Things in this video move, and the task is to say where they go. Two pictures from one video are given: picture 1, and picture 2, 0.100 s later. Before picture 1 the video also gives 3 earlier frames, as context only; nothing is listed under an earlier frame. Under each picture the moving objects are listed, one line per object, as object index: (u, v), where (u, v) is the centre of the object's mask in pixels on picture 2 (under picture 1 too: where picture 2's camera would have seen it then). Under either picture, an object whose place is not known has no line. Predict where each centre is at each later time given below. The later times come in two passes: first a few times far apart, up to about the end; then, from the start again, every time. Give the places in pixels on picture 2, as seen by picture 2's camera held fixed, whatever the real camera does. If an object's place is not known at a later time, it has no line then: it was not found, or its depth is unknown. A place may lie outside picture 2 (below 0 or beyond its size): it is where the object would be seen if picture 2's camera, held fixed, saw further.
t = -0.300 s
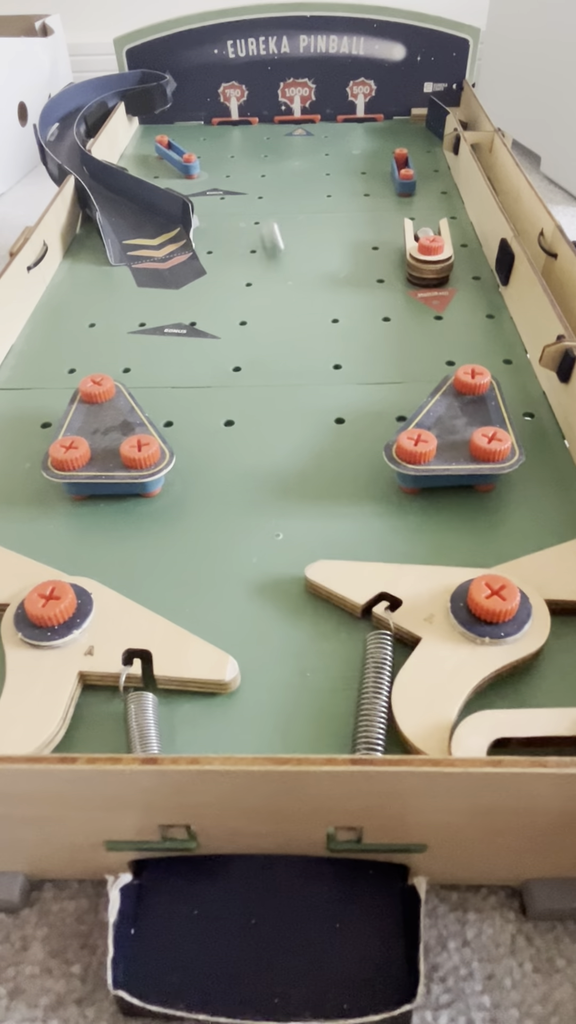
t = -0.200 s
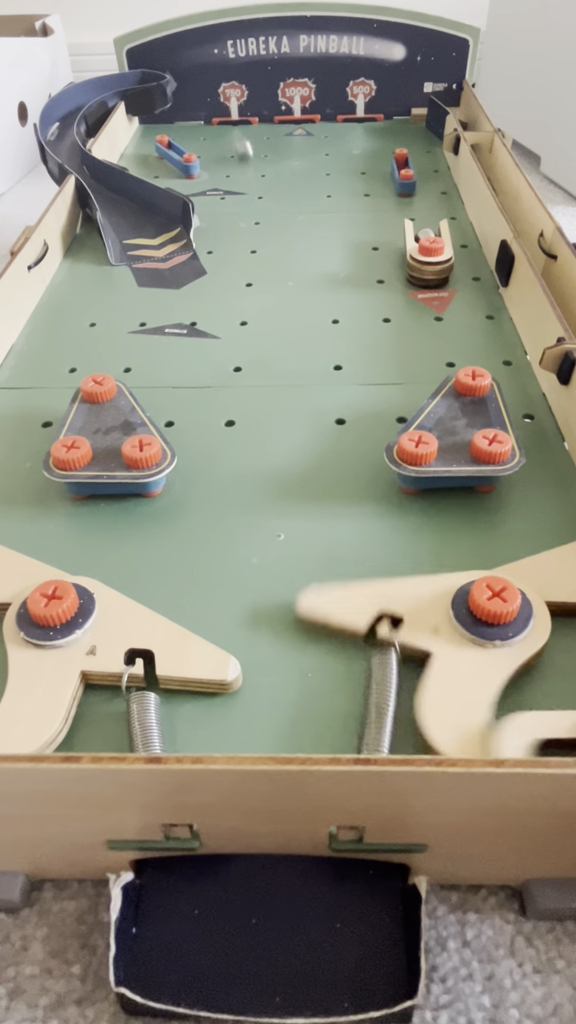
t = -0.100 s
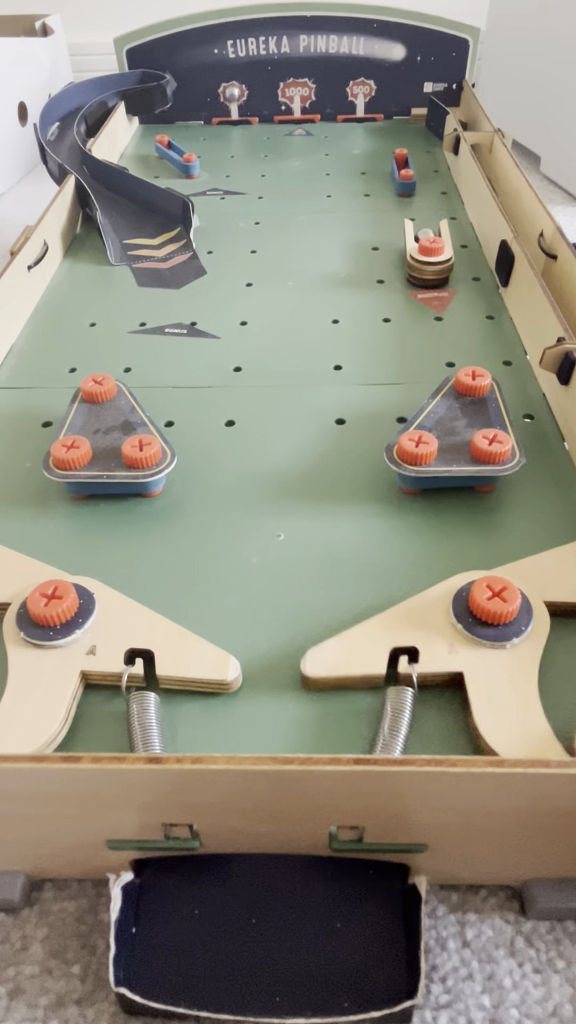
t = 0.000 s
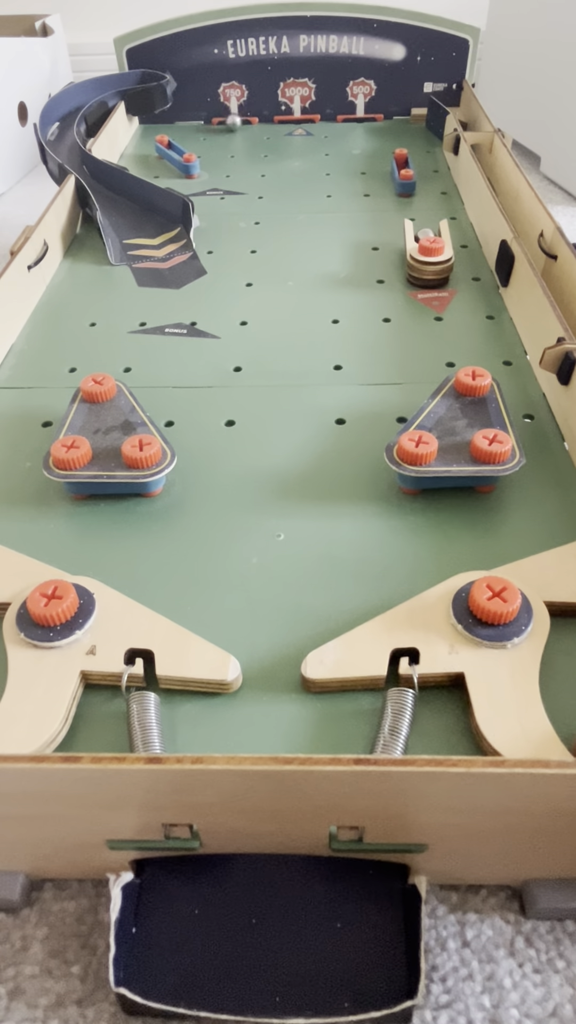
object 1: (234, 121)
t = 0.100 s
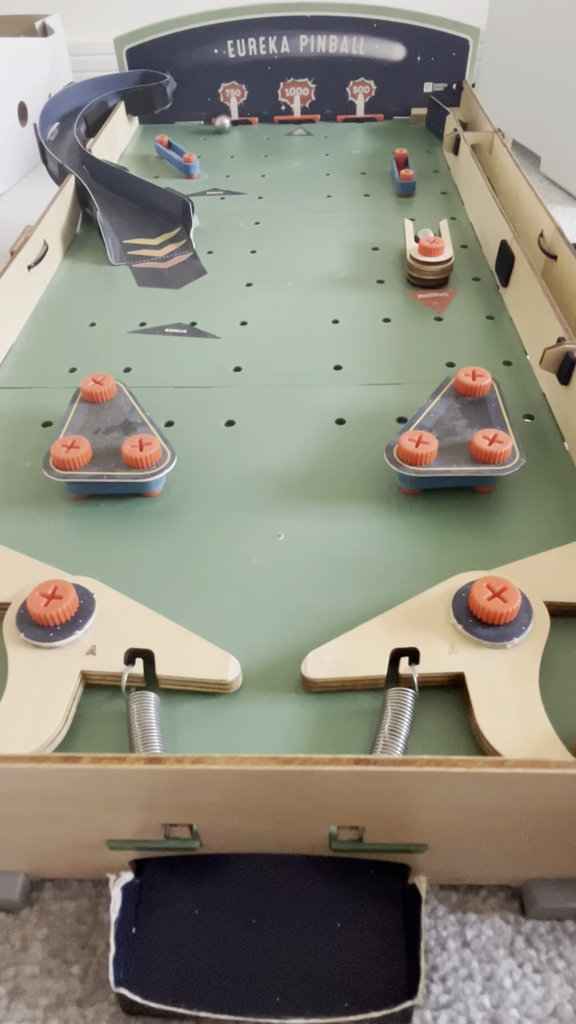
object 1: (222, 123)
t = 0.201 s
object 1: (209, 129)
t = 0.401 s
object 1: (190, 147)
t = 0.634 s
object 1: (247, 169)
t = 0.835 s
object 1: (302, 212)
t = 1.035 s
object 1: (375, 308)
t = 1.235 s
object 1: (312, 449)
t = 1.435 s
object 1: (55, 507)
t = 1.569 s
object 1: (7, 459)
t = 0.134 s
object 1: (218, 124)
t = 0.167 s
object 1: (214, 127)
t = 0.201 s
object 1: (209, 129)
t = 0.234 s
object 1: (205, 131)
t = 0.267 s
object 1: (200, 134)
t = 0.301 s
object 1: (195, 138)
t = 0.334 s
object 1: (191, 142)
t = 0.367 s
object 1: (187, 145)
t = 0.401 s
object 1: (190, 147)
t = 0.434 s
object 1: (198, 149)
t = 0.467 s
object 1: (206, 151)
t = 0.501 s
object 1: (214, 154)
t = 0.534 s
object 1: (222, 156)
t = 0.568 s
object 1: (230, 160)
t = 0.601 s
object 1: (239, 163)
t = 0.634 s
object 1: (247, 169)
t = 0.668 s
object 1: (256, 173)
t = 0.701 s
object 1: (265, 179)
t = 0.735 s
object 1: (273, 186)
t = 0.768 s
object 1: (282, 193)
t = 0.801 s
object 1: (292, 203)
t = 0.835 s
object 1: (302, 212)
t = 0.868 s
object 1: (312, 224)
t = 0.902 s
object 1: (323, 236)
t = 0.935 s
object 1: (335, 251)
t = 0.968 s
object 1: (348, 269)
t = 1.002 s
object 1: (360, 287)
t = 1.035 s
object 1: (375, 308)
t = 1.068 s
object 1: (391, 334)
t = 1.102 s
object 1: (408, 364)
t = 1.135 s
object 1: (421, 392)
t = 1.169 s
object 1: (397, 417)
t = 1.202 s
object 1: (359, 431)
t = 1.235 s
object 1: (312, 449)
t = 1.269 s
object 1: (263, 468)
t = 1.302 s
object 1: (208, 491)
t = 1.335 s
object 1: (149, 516)
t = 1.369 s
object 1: (88, 545)
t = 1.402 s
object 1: (65, 530)
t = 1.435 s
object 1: (55, 507)
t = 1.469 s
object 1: (41, 491)
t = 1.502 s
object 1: (26, 478)
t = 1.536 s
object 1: (13, 466)
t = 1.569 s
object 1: (7, 459)
